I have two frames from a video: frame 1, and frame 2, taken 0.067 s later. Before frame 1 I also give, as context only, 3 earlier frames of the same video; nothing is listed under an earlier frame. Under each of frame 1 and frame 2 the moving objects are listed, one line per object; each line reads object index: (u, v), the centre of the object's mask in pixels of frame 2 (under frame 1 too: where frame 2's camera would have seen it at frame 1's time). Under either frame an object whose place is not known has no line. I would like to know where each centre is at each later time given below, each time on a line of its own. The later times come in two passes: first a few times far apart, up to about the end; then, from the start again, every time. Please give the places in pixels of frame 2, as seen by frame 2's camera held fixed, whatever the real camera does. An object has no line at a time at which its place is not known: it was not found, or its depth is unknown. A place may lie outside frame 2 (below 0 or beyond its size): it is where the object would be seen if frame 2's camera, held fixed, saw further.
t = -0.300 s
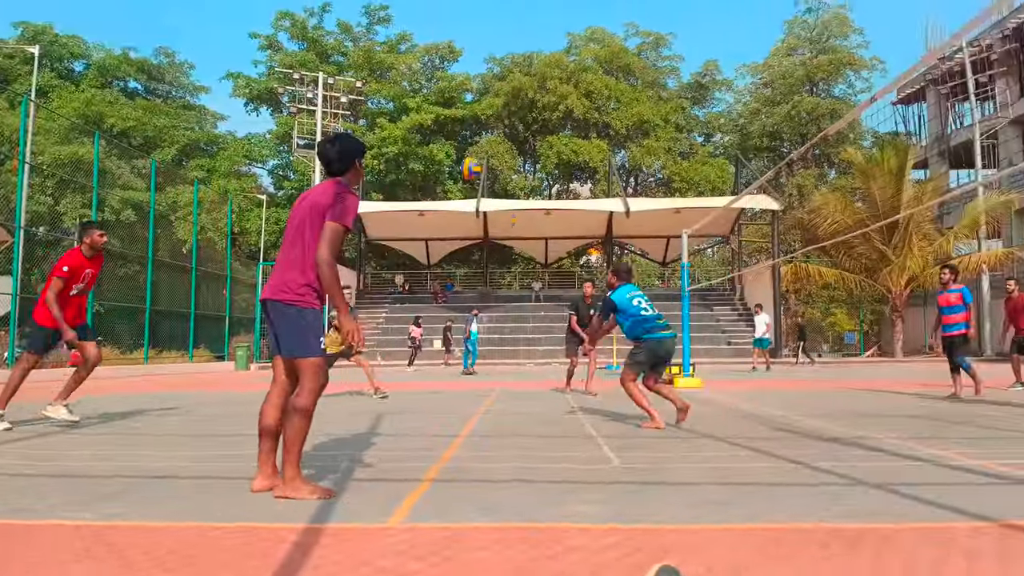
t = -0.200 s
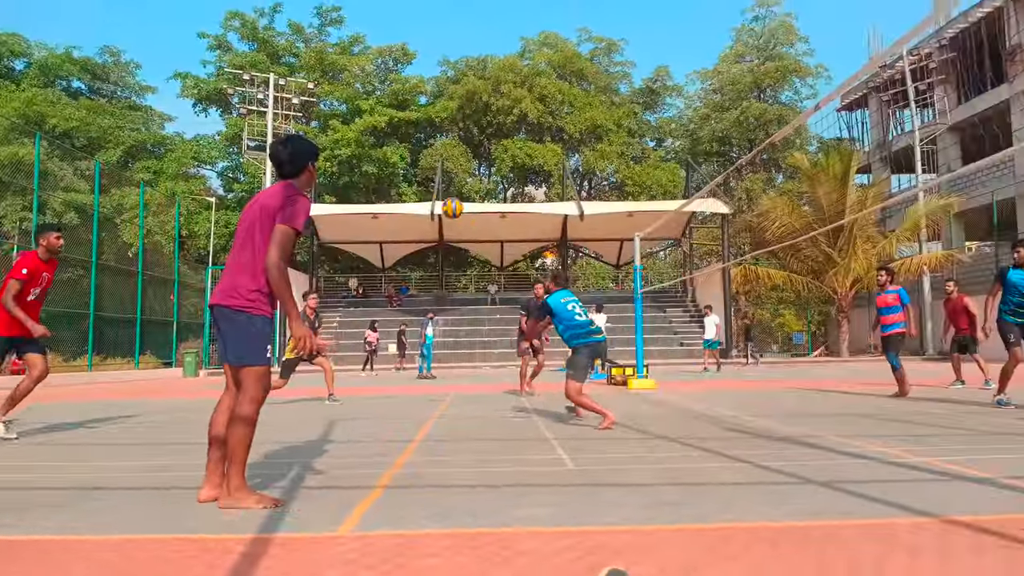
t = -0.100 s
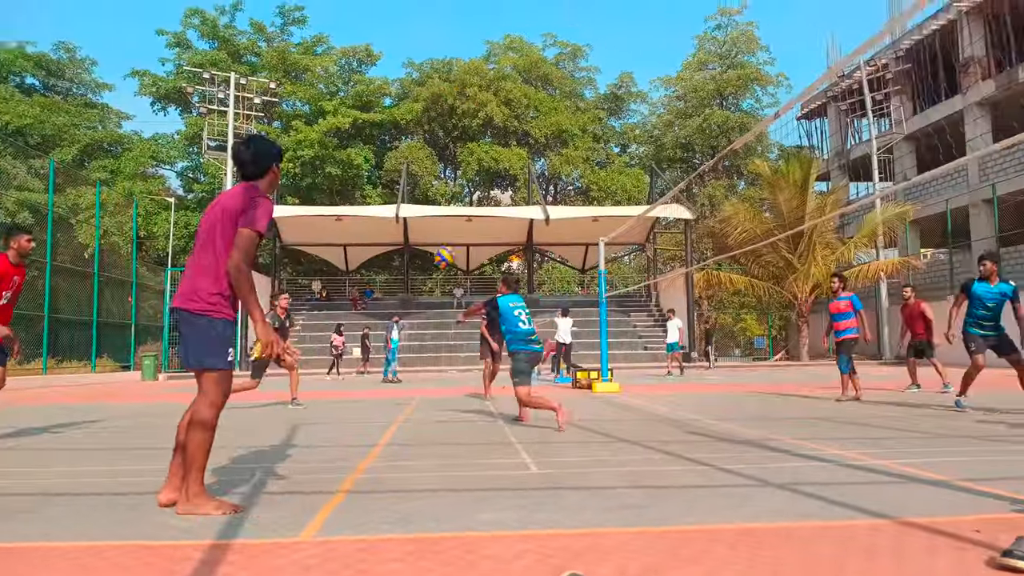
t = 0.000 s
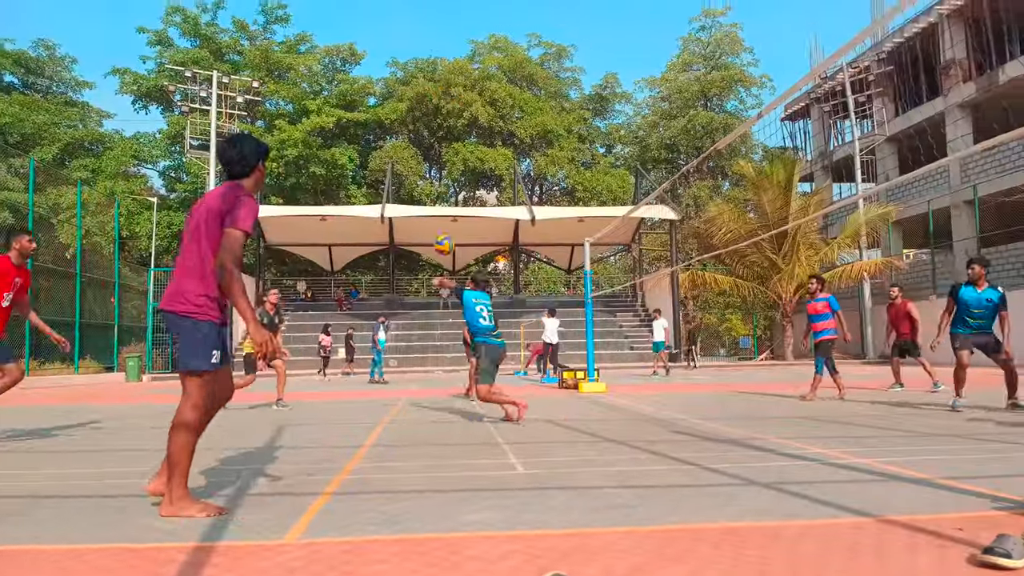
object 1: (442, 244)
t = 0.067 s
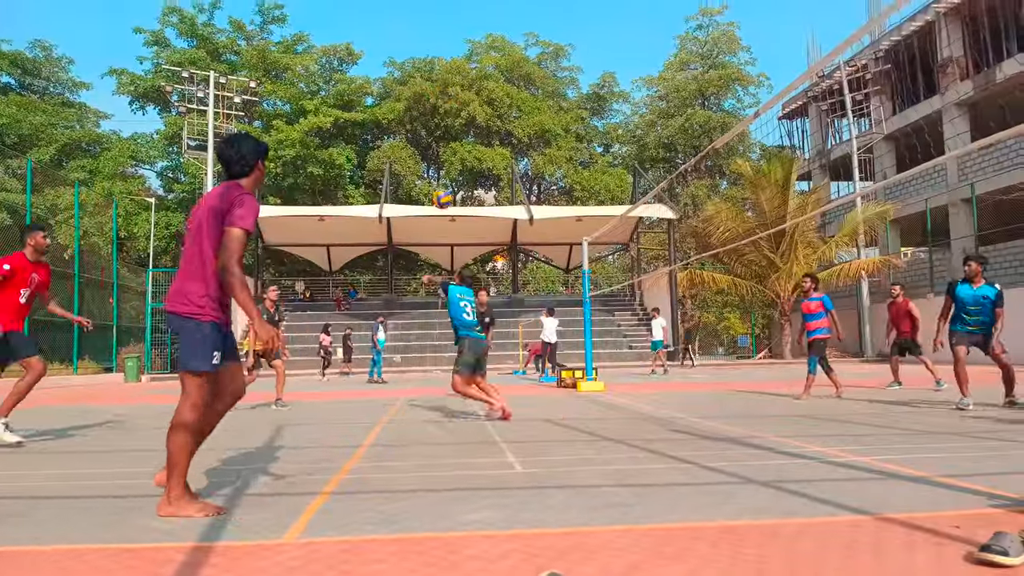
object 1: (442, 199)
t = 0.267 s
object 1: (442, 95)
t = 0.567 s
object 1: (443, 24)
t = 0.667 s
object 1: (443, 18)
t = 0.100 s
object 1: (442, 178)
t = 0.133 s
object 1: (442, 159)
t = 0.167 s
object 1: (441, 140)
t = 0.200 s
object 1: (441, 124)
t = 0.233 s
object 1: (441, 109)
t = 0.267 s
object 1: (442, 95)
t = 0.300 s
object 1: (441, 83)
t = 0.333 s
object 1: (441, 72)
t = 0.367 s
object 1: (441, 62)
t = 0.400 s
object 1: (442, 53)
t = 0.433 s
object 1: (442, 45)
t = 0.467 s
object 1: (442, 38)
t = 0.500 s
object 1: (442, 33)
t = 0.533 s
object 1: (443, 28)
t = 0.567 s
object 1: (443, 24)
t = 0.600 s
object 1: (443, 21)
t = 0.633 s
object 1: (443, 19)
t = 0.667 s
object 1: (443, 18)
